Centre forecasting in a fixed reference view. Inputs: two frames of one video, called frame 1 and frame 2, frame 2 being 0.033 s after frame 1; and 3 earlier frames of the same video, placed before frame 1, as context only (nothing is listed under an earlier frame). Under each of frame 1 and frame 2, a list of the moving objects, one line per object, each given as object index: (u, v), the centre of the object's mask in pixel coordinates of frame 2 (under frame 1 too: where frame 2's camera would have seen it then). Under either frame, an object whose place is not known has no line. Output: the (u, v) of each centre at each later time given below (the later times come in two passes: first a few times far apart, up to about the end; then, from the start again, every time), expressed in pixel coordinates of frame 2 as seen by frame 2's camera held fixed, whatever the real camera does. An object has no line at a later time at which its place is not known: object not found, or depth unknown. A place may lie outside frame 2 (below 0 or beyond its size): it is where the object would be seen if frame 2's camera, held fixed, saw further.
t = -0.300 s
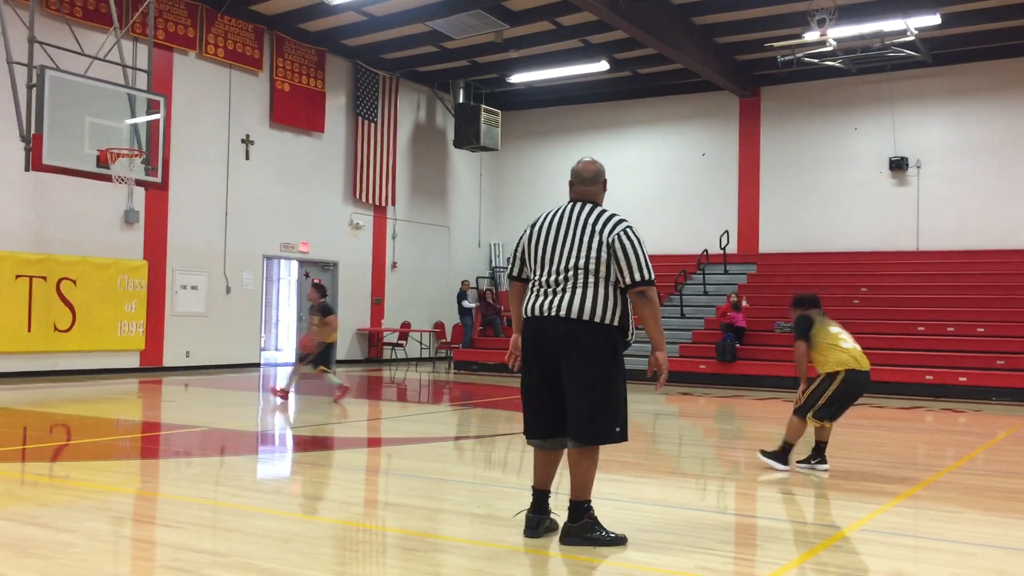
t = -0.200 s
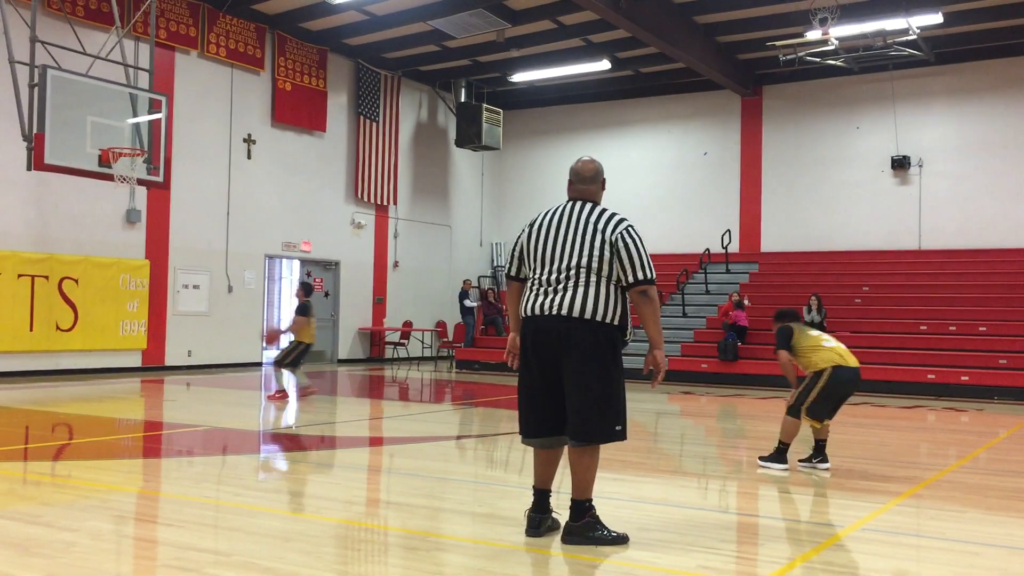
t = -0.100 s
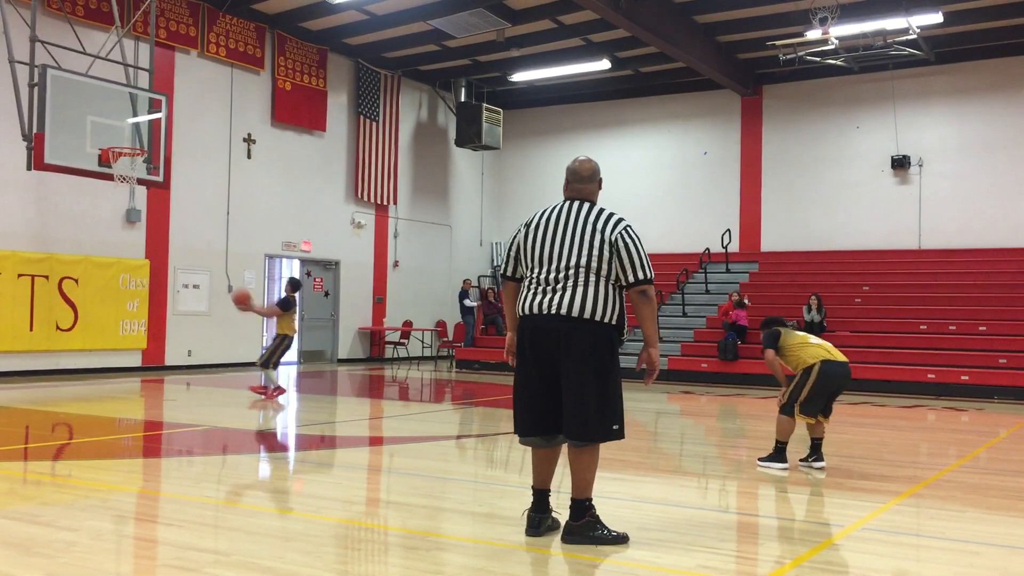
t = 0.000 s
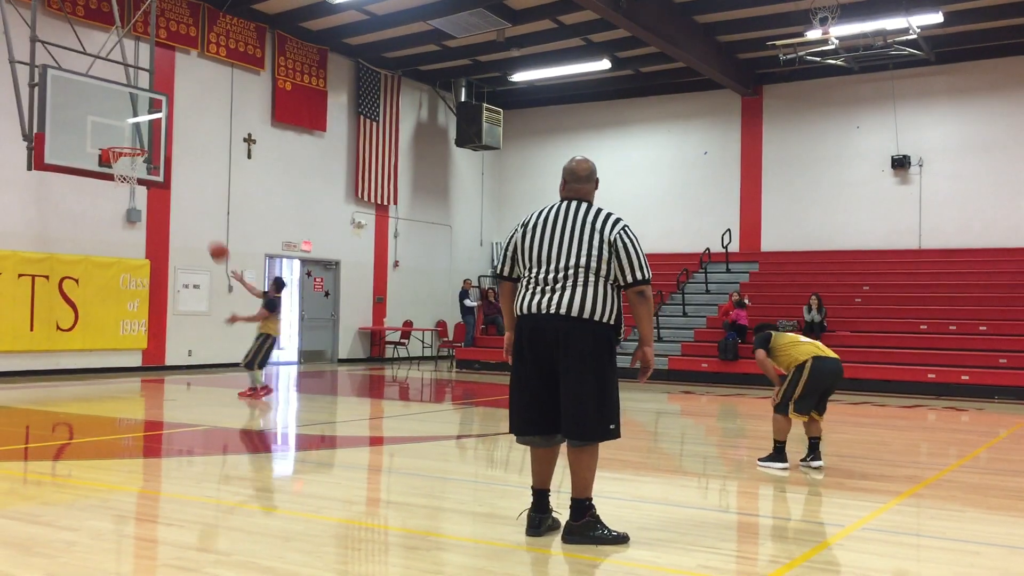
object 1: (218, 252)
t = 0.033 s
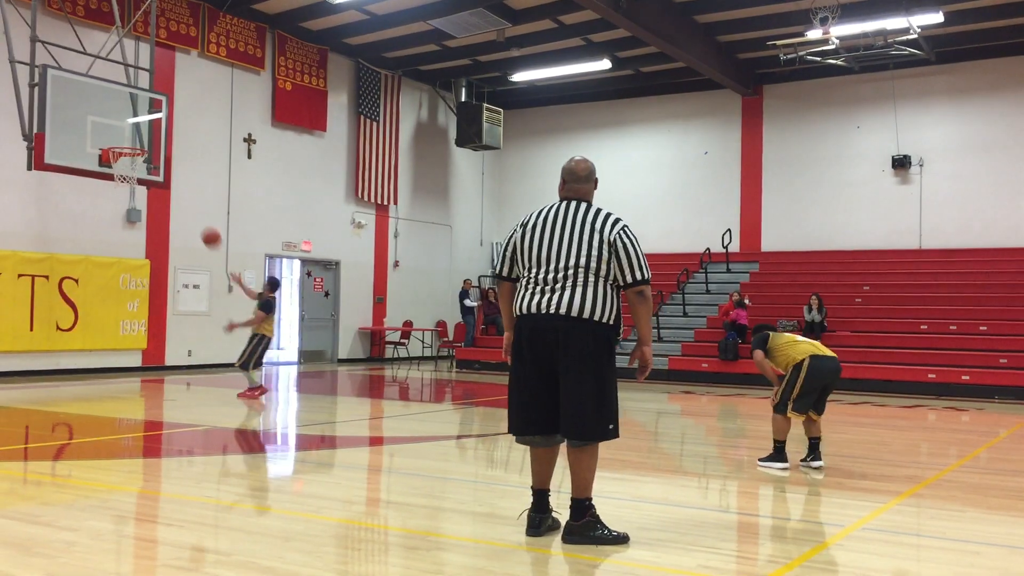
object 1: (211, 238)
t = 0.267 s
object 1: (161, 167)
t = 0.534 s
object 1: (177, 139)
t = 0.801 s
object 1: (207, 165)
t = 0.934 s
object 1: (223, 200)
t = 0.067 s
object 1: (204, 225)
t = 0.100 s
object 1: (196, 213)
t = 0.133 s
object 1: (189, 202)
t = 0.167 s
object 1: (181, 191)
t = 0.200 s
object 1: (175, 182)
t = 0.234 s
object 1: (168, 174)
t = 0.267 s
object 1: (161, 167)
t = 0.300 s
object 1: (155, 160)
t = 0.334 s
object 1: (155, 155)
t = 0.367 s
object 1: (158, 150)
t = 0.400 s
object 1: (161, 146)
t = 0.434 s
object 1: (165, 143)
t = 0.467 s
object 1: (169, 141)
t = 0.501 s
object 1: (172, 139)
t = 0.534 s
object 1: (177, 139)
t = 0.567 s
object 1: (180, 139)
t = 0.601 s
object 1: (183, 140)
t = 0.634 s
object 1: (187, 142)
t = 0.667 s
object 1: (191, 145)
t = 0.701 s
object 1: (195, 148)
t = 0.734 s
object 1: (199, 153)
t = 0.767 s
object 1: (203, 158)
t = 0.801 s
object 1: (207, 165)
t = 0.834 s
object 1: (211, 172)
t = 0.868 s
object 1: (215, 181)
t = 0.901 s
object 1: (219, 190)
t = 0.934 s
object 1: (223, 200)
